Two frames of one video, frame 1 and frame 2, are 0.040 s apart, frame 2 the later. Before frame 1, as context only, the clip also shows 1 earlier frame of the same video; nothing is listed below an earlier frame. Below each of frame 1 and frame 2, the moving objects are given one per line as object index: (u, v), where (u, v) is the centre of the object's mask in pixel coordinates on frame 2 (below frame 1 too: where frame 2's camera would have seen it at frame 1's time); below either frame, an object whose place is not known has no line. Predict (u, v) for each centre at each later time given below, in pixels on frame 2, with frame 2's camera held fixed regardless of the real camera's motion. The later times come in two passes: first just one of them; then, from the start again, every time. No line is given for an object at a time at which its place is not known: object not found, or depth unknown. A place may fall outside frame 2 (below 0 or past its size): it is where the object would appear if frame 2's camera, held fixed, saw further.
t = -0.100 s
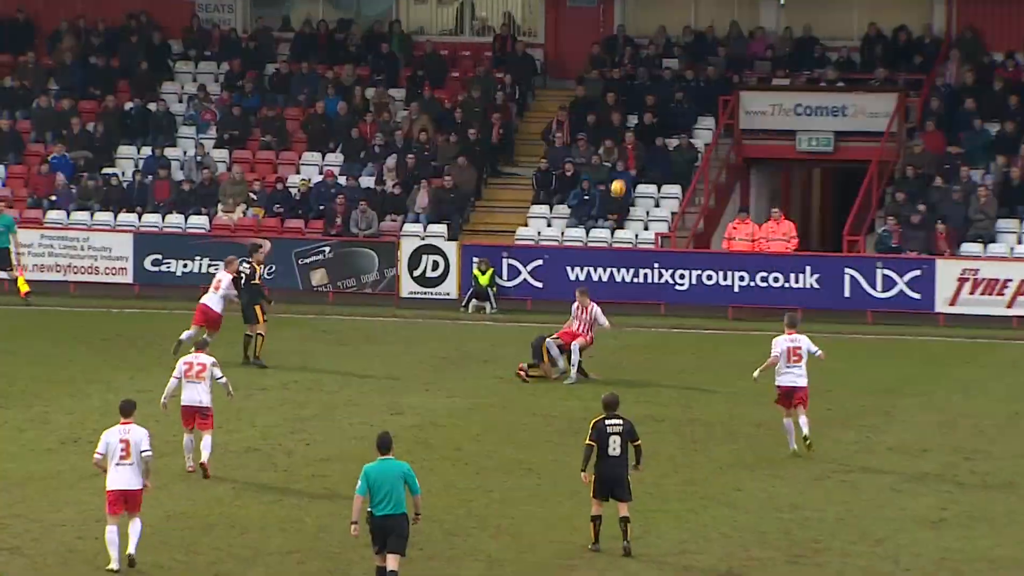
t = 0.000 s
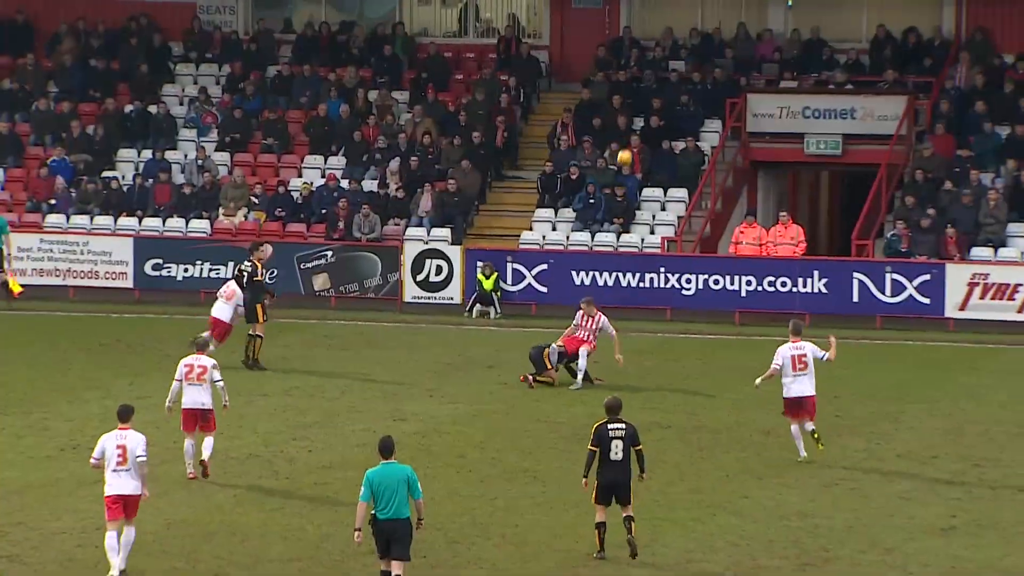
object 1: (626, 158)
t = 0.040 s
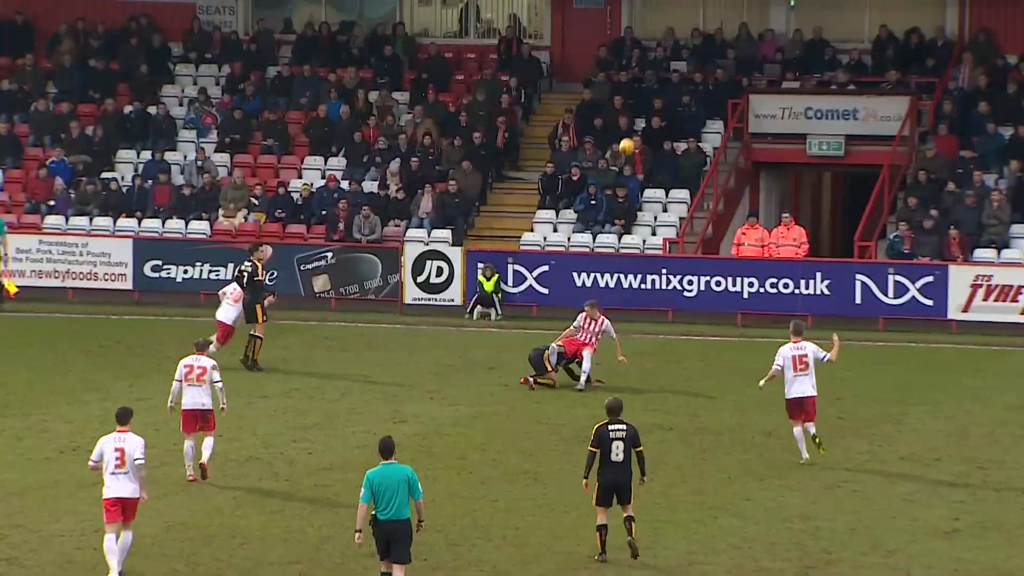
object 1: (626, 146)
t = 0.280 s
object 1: (629, 99)
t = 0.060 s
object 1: (627, 141)
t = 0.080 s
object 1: (627, 136)
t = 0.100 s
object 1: (627, 131)
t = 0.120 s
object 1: (628, 127)
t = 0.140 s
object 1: (628, 122)
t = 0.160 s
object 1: (628, 118)
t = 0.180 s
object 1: (628, 115)
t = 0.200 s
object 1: (629, 110)
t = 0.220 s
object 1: (629, 107)
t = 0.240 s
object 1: (629, 104)
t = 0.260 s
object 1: (629, 101)
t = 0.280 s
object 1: (629, 99)
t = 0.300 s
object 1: (629, 96)
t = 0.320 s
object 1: (630, 94)
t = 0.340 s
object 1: (630, 92)
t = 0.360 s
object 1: (630, 91)
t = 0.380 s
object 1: (630, 90)
